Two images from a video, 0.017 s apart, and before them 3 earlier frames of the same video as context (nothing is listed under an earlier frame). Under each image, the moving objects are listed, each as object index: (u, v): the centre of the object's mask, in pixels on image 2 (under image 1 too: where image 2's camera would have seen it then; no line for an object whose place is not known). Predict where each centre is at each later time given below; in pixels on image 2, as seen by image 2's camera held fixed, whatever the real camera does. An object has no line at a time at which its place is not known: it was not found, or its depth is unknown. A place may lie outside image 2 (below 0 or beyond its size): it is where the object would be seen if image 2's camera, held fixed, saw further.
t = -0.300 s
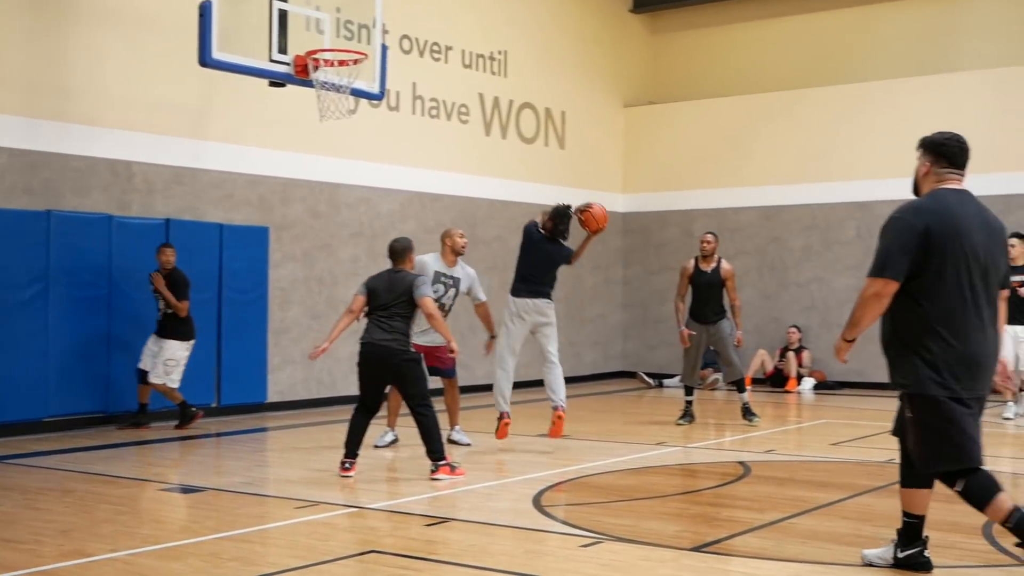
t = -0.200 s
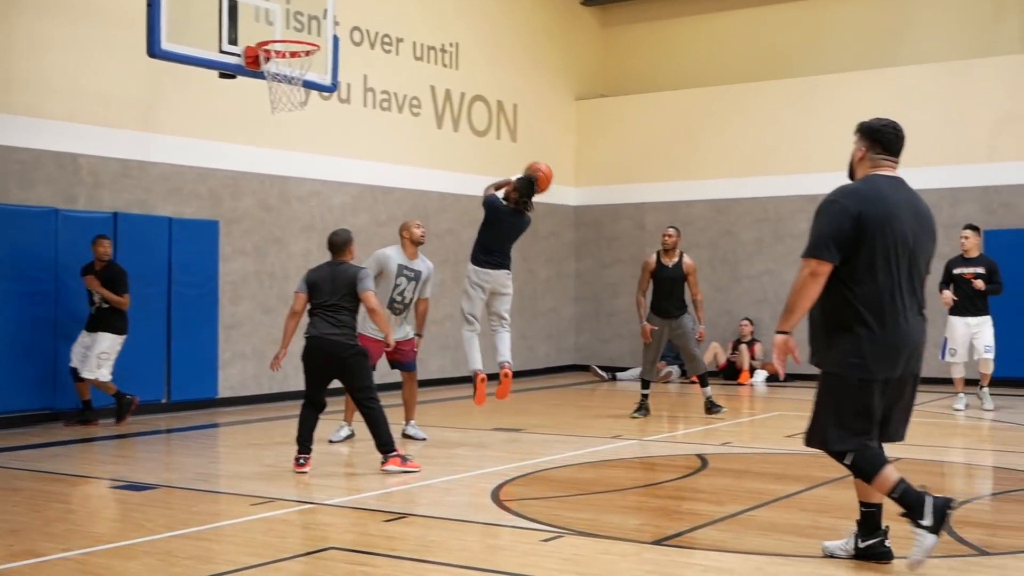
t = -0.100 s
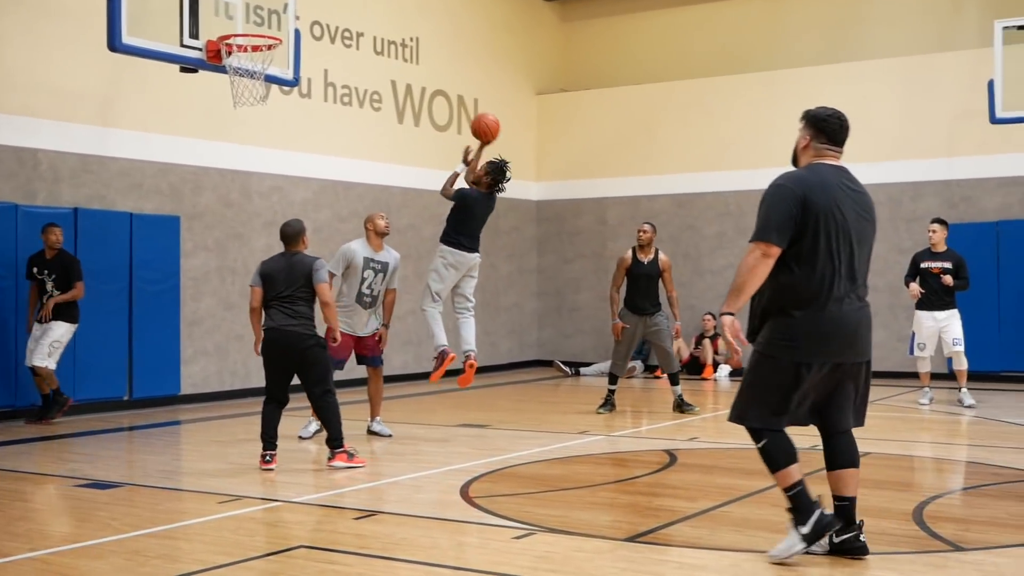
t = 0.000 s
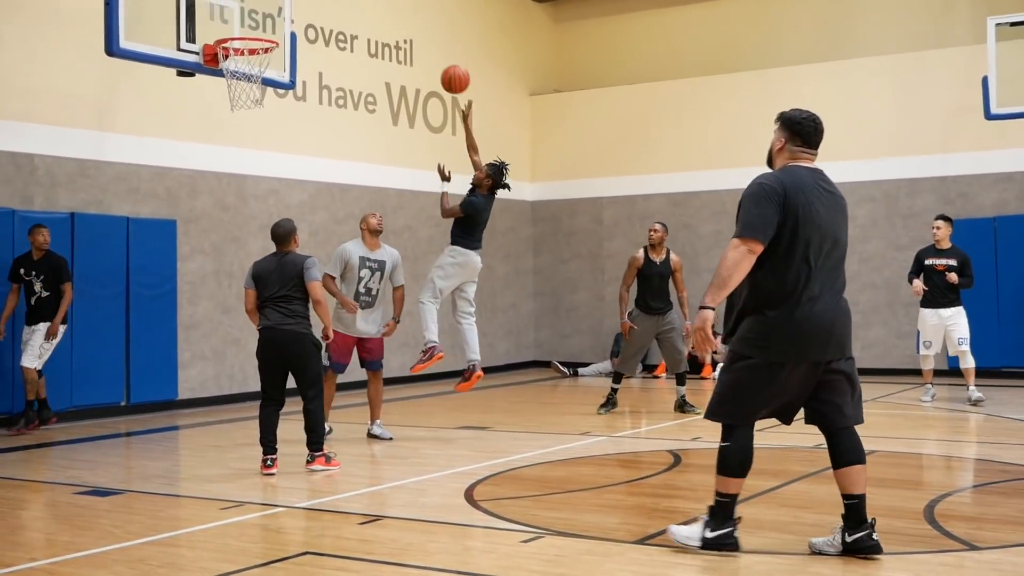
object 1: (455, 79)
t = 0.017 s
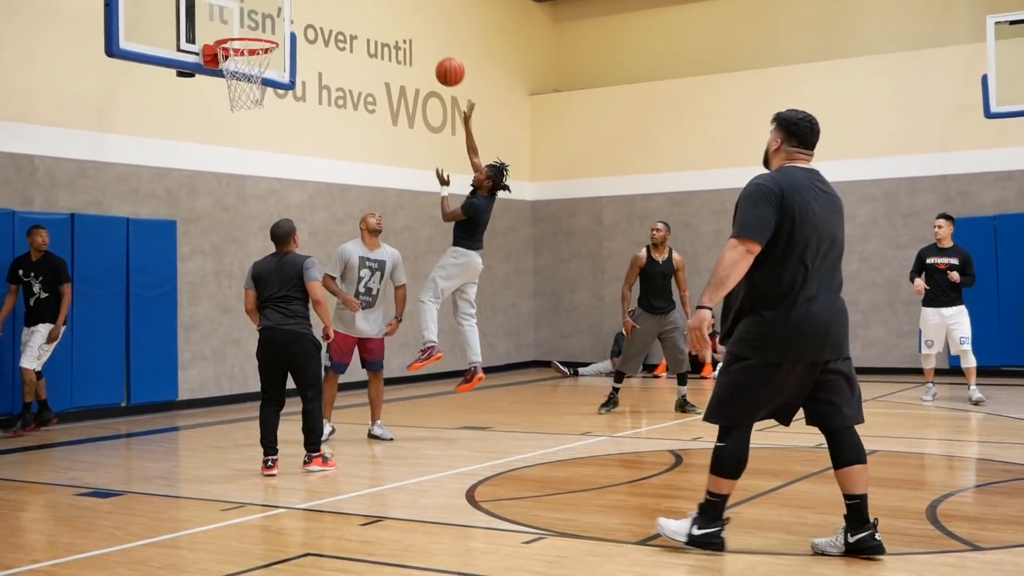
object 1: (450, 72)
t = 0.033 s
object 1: (445, 65)
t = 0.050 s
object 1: (439, 58)
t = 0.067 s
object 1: (434, 51)
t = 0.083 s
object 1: (429, 46)
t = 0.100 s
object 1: (424, 40)
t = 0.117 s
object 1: (419, 35)
